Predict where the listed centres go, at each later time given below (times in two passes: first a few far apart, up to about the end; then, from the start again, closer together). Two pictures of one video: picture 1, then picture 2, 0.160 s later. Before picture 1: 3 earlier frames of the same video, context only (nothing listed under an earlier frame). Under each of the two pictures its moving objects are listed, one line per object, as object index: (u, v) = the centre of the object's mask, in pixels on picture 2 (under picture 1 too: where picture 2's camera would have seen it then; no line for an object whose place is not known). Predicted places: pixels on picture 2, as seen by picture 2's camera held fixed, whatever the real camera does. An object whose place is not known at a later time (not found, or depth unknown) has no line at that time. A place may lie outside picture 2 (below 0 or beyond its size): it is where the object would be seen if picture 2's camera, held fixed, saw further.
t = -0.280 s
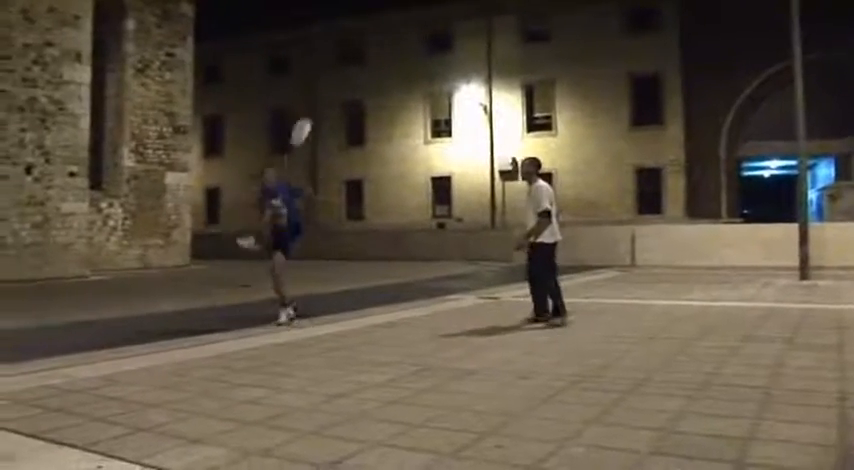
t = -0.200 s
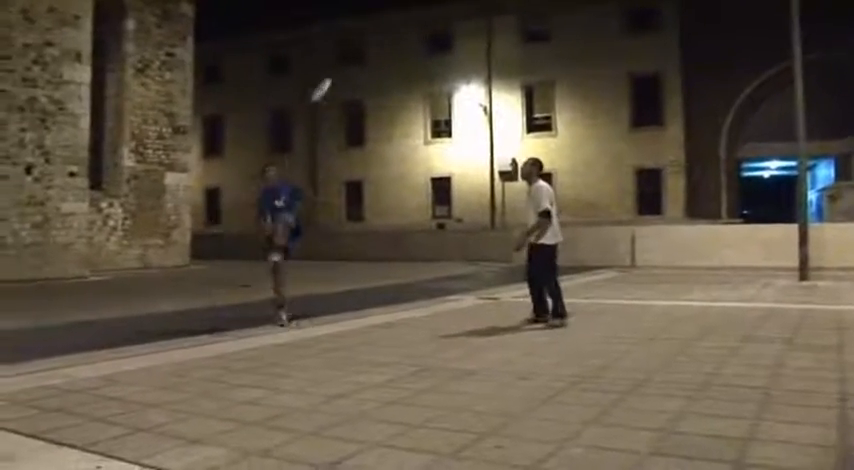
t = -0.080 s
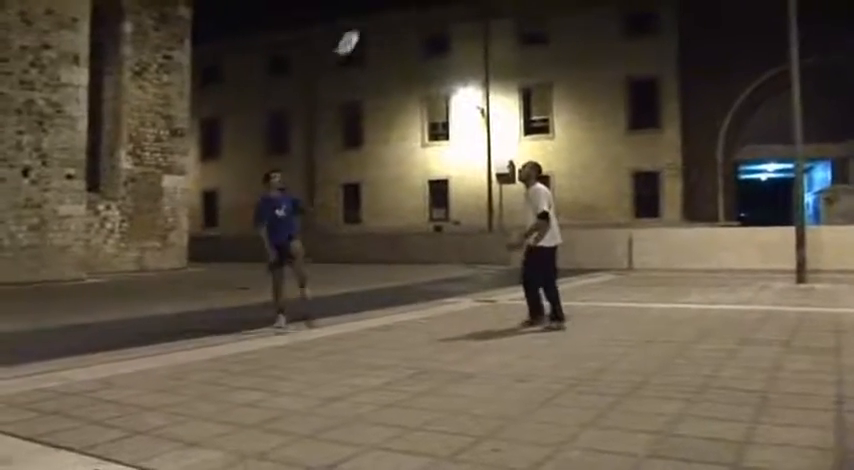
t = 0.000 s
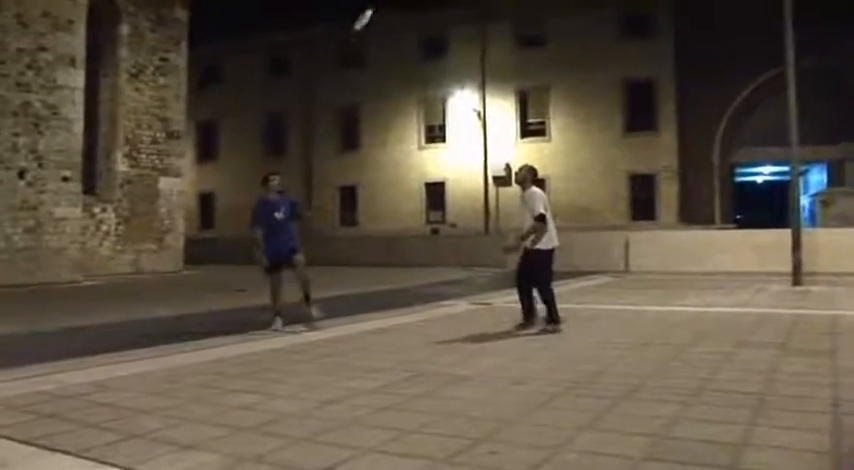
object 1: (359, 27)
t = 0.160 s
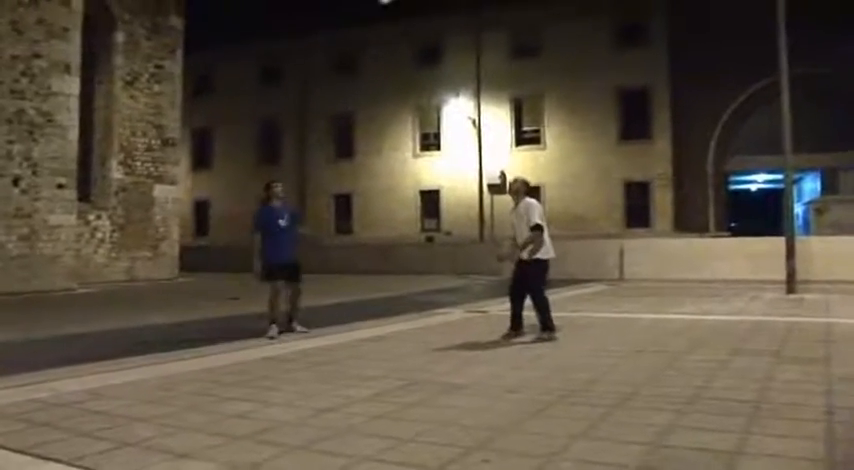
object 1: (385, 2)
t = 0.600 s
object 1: (464, 3)
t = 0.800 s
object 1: (486, 57)
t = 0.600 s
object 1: (464, 3)
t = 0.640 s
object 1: (469, 11)
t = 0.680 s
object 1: (474, 21)
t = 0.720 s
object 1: (478, 32)
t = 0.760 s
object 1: (483, 44)
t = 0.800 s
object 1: (486, 57)
